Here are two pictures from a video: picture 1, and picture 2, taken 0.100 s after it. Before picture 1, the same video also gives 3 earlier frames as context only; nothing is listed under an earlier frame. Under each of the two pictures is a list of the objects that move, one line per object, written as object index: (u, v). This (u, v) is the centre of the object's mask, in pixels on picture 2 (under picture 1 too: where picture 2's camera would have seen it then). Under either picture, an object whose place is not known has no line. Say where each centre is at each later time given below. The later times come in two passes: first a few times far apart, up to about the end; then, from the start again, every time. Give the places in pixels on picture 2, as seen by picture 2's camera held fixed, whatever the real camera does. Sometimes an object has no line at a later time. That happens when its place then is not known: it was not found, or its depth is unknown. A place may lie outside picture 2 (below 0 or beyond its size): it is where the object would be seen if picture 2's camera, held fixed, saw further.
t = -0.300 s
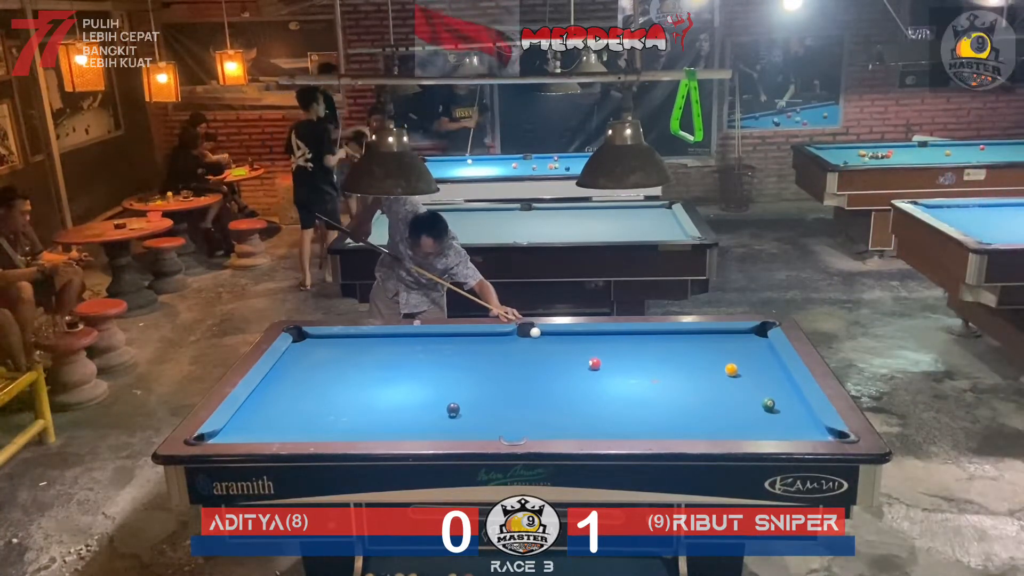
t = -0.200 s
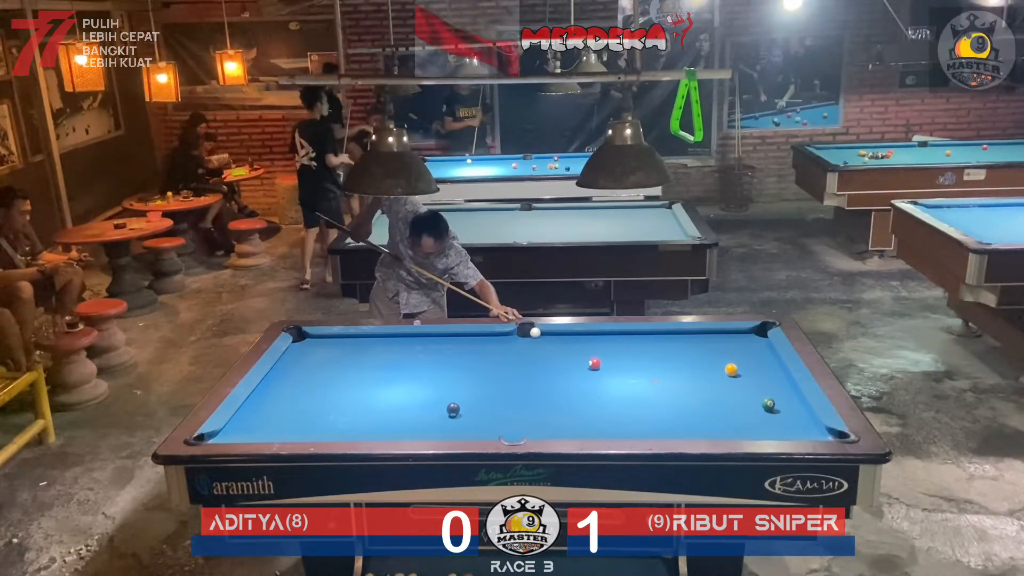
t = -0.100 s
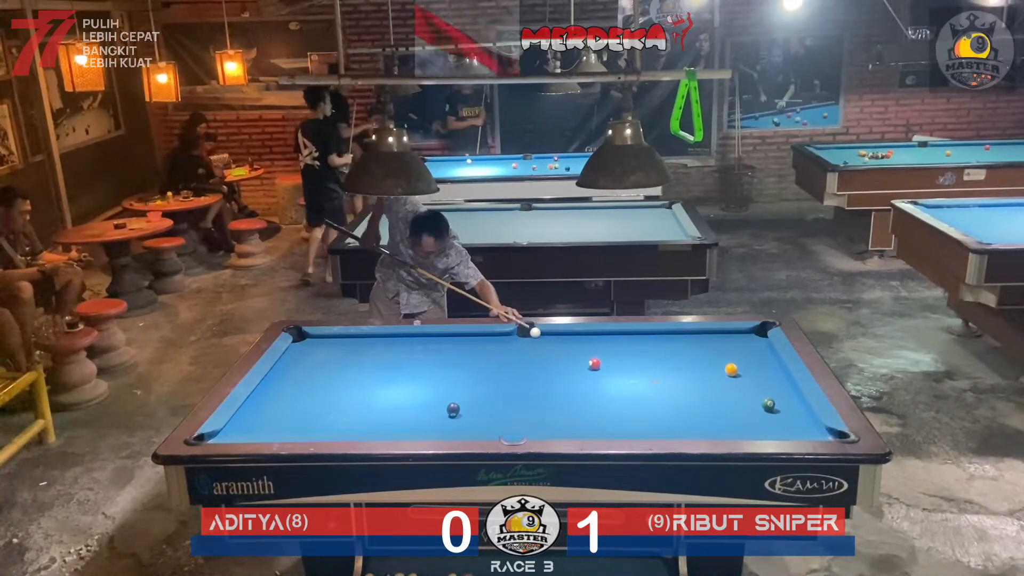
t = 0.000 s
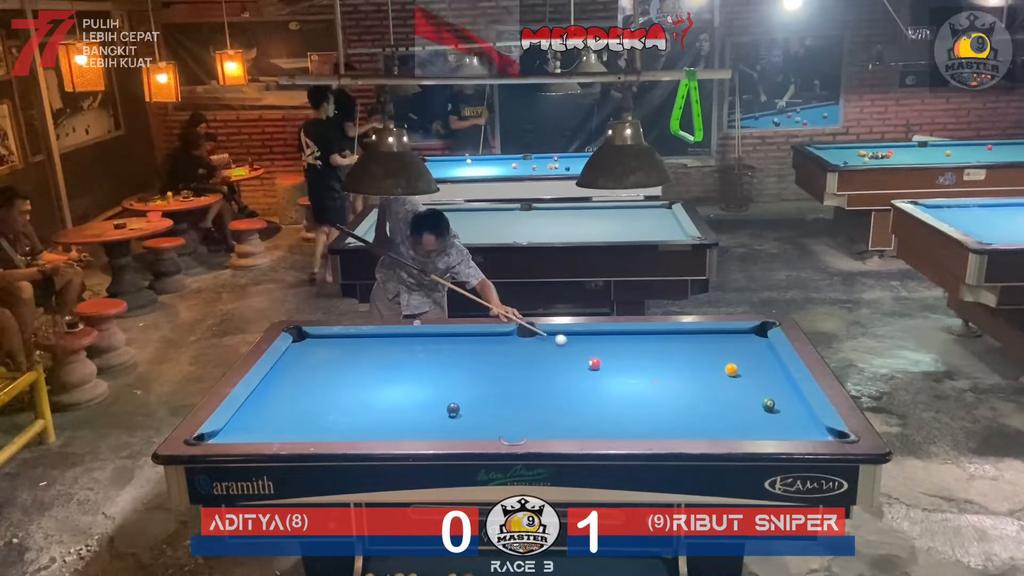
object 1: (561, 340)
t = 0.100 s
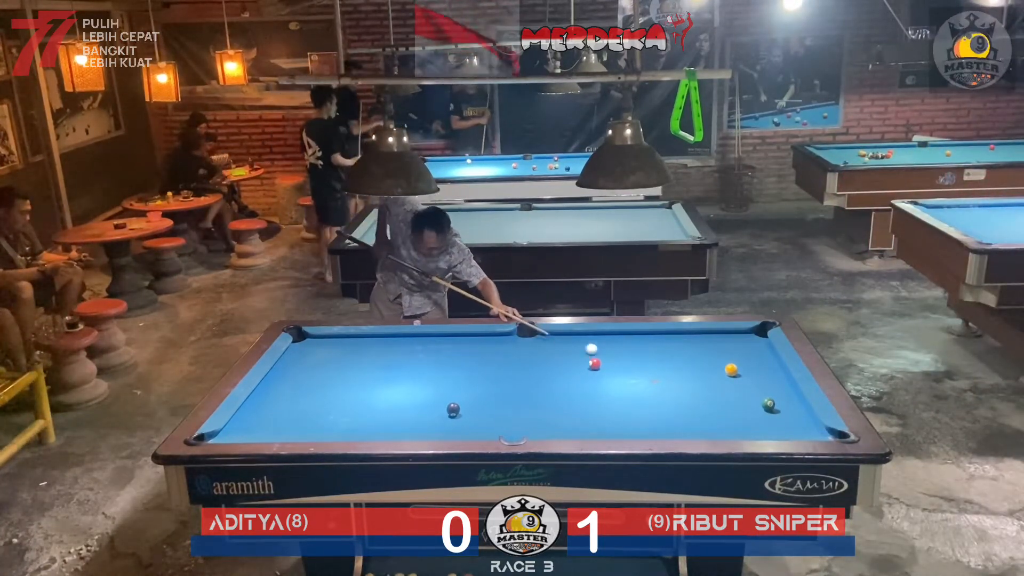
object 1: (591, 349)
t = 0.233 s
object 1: (635, 362)
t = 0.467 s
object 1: (719, 386)
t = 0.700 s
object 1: (776, 398)
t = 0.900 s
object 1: (793, 400)
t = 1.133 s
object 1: (769, 402)
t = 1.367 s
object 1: (747, 403)
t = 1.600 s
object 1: (728, 404)
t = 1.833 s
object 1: (710, 406)
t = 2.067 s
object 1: (695, 407)
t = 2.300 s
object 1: (682, 408)
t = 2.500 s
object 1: (674, 409)
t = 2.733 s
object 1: (665, 409)
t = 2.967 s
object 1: (659, 410)
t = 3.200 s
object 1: (655, 410)
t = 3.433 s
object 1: (654, 410)
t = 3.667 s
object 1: (654, 410)
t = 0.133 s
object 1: (602, 352)
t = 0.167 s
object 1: (612, 355)
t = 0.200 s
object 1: (624, 358)
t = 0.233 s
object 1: (635, 362)
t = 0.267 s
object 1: (646, 365)
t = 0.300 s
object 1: (658, 369)
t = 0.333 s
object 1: (669, 372)
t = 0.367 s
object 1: (681, 375)
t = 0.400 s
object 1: (693, 379)
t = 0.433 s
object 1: (706, 383)
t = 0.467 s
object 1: (719, 386)
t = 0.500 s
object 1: (732, 391)
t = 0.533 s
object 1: (745, 395)
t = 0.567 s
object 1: (757, 399)
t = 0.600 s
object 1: (761, 398)
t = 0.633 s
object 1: (766, 398)
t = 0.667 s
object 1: (770, 398)
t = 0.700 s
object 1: (776, 398)
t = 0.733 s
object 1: (782, 398)
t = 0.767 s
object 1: (787, 399)
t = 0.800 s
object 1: (793, 399)
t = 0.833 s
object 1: (798, 399)
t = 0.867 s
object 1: (796, 399)
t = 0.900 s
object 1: (793, 400)
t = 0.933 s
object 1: (789, 400)
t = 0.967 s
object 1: (786, 400)
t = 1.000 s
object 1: (782, 400)
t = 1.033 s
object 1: (779, 401)
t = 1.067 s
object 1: (775, 401)
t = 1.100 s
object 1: (772, 401)
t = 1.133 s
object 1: (769, 402)
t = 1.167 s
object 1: (766, 402)
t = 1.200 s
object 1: (763, 402)
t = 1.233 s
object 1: (759, 402)
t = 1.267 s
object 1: (756, 403)
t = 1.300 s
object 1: (753, 403)
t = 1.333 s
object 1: (750, 403)
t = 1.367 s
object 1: (747, 403)
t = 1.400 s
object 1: (744, 403)
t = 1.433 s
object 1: (741, 404)
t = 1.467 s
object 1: (739, 404)
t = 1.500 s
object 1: (736, 404)
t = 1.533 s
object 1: (733, 404)
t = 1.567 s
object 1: (730, 404)
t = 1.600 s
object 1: (728, 404)
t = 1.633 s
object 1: (725, 405)
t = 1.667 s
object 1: (723, 405)
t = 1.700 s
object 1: (720, 405)
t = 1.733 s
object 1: (717, 405)
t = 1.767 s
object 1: (715, 405)
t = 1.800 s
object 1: (713, 405)
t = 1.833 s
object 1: (710, 406)
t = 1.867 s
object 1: (708, 406)
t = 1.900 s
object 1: (706, 406)
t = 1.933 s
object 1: (704, 406)
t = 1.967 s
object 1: (701, 407)
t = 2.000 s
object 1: (699, 407)
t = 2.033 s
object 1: (697, 407)
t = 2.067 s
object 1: (695, 407)
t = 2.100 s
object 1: (693, 407)
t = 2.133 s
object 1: (691, 407)
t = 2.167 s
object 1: (690, 407)
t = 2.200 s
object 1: (688, 407)
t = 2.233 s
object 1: (686, 407)
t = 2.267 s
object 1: (684, 408)
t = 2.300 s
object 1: (682, 408)
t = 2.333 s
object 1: (681, 408)
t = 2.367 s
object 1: (679, 408)
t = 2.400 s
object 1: (678, 408)
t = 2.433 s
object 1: (676, 408)
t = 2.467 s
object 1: (675, 408)
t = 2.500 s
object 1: (674, 409)
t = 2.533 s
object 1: (672, 409)
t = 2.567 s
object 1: (671, 409)
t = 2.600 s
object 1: (670, 409)
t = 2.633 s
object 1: (669, 409)
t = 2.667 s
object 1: (668, 409)
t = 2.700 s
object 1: (666, 409)
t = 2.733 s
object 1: (665, 409)
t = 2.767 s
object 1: (664, 409)
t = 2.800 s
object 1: (663, 409)
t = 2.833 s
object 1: (662, 409)
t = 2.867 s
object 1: (661, 409)
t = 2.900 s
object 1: (660, 409)
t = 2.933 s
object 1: (659, 410)
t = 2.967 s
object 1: (659, 410)
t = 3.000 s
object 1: (658, 410)
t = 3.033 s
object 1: (657, 410)
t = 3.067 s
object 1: (657, 410)
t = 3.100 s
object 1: (656, 410)
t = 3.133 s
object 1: (655, 410)
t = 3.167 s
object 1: (655, 410)
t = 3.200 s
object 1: (655, 410)
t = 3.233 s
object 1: (655, 410)
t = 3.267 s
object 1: (654, 410)
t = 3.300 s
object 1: (654, 410)
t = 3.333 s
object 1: (654, 410)
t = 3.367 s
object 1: (654, 410)
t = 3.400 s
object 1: (654, 410)
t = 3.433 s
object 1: (654, 410)
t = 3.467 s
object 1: (654, 410)
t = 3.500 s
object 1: (654, 410)
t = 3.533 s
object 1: (654, 410)
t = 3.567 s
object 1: (654, 410)
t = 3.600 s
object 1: (654, 410)
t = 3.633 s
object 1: (654, 410)
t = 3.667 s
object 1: (654, 410)
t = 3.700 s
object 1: (654, 410)
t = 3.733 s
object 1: (654, 410)
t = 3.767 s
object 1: (654, 410)
